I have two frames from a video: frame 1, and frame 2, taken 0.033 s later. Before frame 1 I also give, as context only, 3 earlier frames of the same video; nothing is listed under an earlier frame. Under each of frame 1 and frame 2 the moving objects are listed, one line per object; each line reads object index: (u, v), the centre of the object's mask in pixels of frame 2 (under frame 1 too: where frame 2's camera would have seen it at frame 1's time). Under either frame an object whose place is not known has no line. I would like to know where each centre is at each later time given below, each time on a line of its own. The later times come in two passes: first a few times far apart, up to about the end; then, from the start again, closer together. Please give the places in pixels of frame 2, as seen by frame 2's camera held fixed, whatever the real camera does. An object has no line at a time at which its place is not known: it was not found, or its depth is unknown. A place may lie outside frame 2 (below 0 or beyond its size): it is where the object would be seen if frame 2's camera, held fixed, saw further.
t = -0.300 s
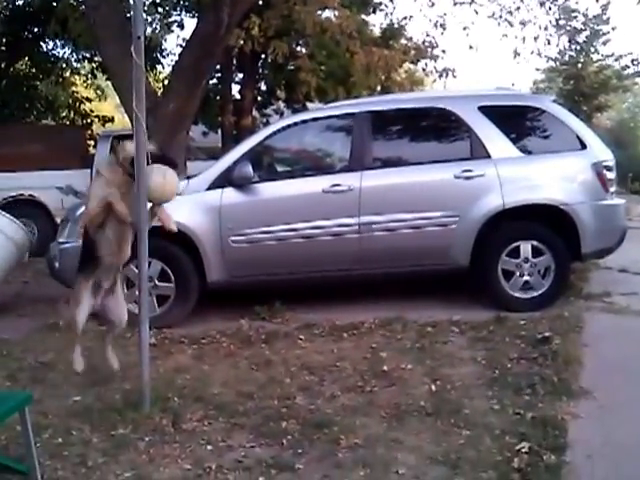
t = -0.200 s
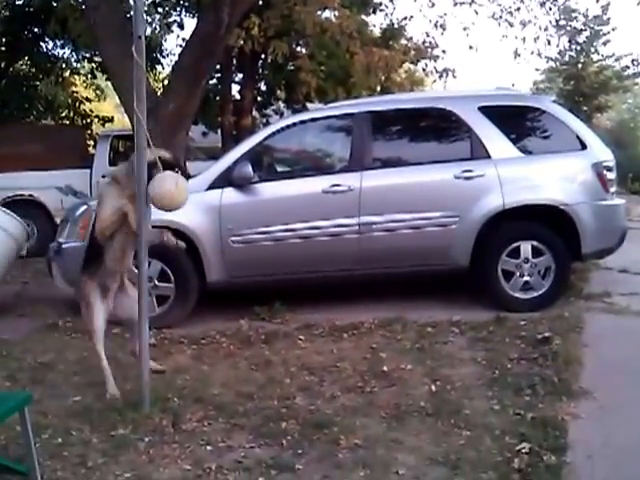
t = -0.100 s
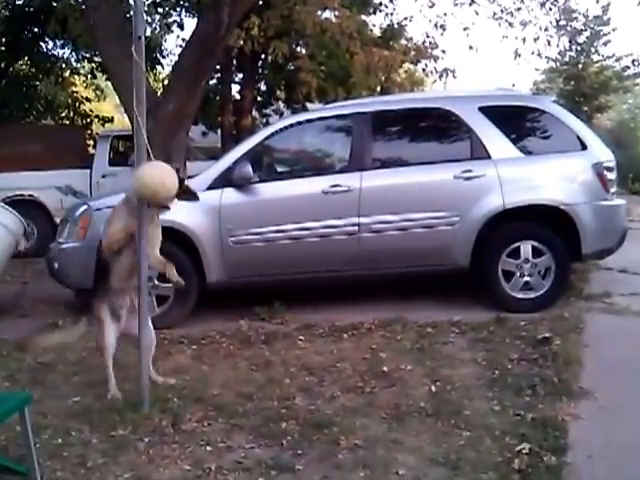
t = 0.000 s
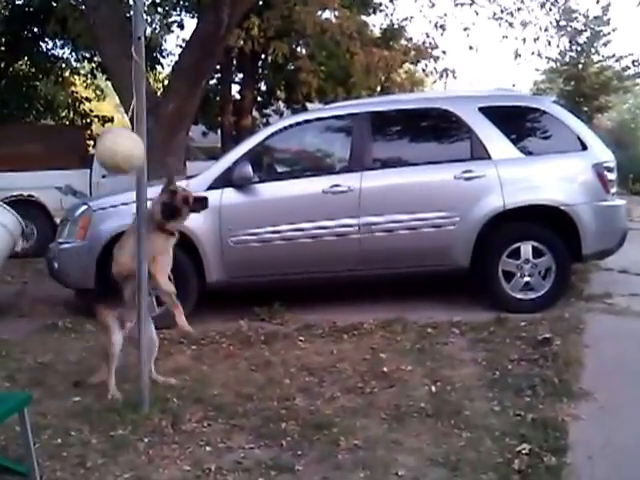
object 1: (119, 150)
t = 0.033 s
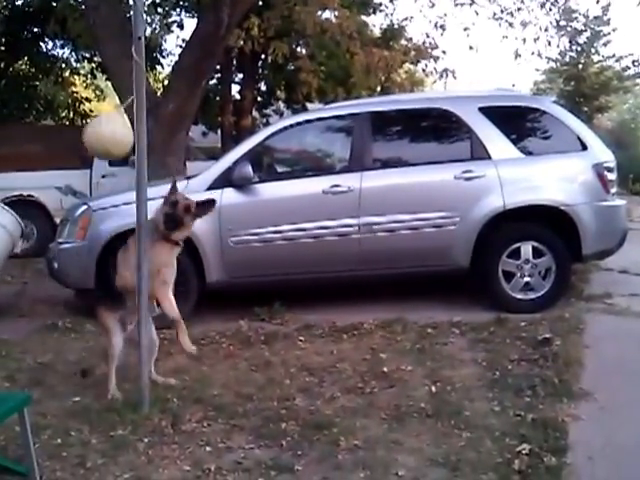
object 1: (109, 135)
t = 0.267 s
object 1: (44, 90)
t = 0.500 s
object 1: (52, 160)
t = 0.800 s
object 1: (208, 167)
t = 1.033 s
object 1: (265, 118)
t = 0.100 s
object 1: (87, 111)
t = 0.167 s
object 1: (66, 94)
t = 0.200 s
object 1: (57, 90)
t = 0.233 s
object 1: (50, 88)
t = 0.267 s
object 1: (44, 90)
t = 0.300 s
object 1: (40, 94)
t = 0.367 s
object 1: (36, 110)
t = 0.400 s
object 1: (36, 121)
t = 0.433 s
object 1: (38, 135)
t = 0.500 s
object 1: (52, 160)
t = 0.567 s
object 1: (82, 178)
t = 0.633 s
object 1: (117, 189)
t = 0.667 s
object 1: (135, 190)
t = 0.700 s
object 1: (161, 188)
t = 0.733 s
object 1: (176, 181)
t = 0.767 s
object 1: (192, 174)
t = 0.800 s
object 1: (208, 167)
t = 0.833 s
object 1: (223, 160)
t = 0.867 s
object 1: (235, 152)
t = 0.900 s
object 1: (244, 143)
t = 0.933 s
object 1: (251, 136)
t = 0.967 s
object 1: (256, 129)
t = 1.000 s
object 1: (261, 123)
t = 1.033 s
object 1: (265, 118)
